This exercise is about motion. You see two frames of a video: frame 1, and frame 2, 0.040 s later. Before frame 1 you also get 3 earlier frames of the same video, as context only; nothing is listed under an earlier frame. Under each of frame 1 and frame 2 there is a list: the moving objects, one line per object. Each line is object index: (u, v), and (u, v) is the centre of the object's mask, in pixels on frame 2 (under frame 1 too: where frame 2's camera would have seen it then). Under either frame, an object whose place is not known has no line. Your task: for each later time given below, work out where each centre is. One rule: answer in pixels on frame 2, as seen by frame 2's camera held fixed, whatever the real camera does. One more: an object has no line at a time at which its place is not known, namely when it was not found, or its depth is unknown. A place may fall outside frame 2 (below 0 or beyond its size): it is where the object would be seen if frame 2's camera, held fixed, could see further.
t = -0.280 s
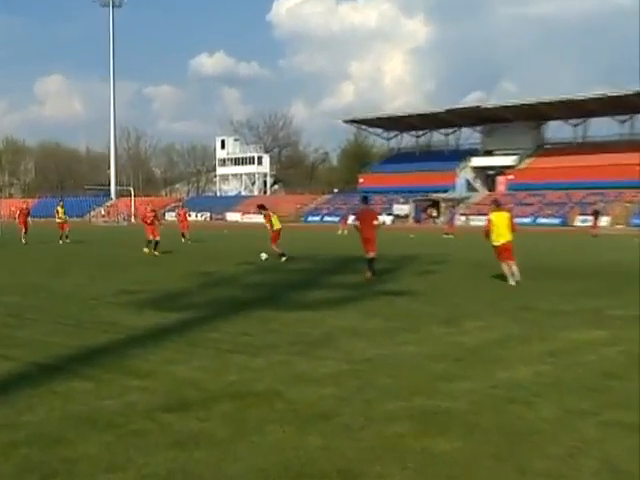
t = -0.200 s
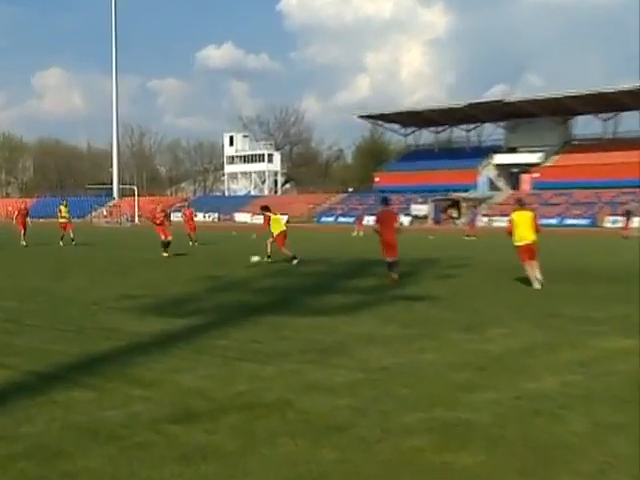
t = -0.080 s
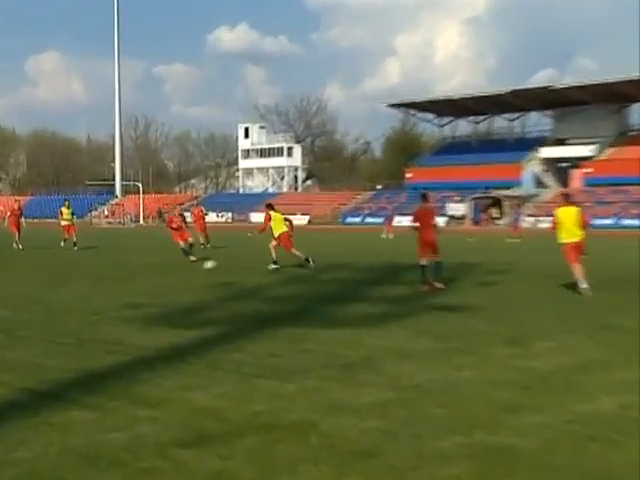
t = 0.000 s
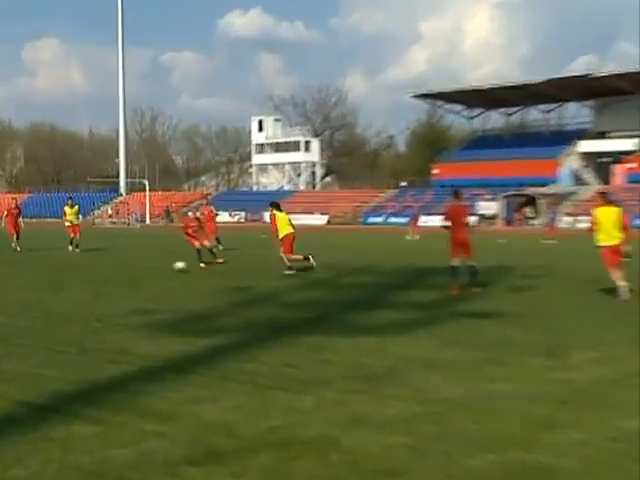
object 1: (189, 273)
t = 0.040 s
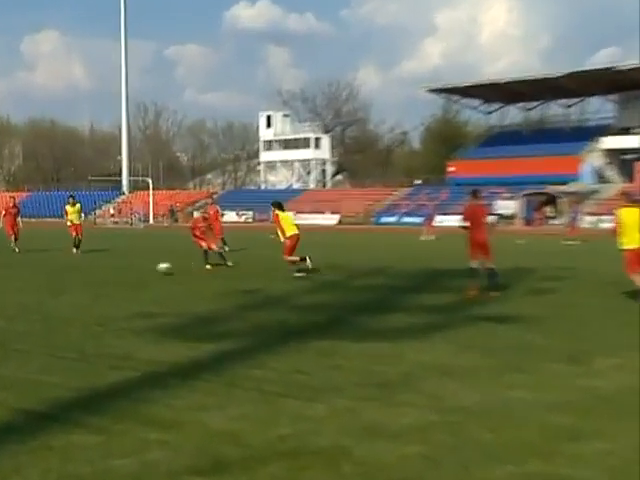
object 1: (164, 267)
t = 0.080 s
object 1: (136, 263)
